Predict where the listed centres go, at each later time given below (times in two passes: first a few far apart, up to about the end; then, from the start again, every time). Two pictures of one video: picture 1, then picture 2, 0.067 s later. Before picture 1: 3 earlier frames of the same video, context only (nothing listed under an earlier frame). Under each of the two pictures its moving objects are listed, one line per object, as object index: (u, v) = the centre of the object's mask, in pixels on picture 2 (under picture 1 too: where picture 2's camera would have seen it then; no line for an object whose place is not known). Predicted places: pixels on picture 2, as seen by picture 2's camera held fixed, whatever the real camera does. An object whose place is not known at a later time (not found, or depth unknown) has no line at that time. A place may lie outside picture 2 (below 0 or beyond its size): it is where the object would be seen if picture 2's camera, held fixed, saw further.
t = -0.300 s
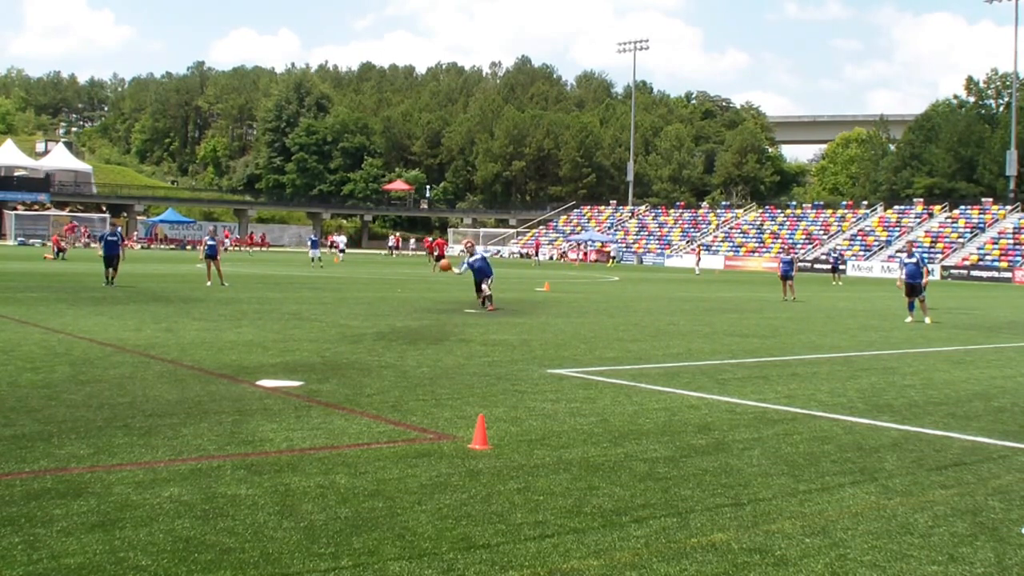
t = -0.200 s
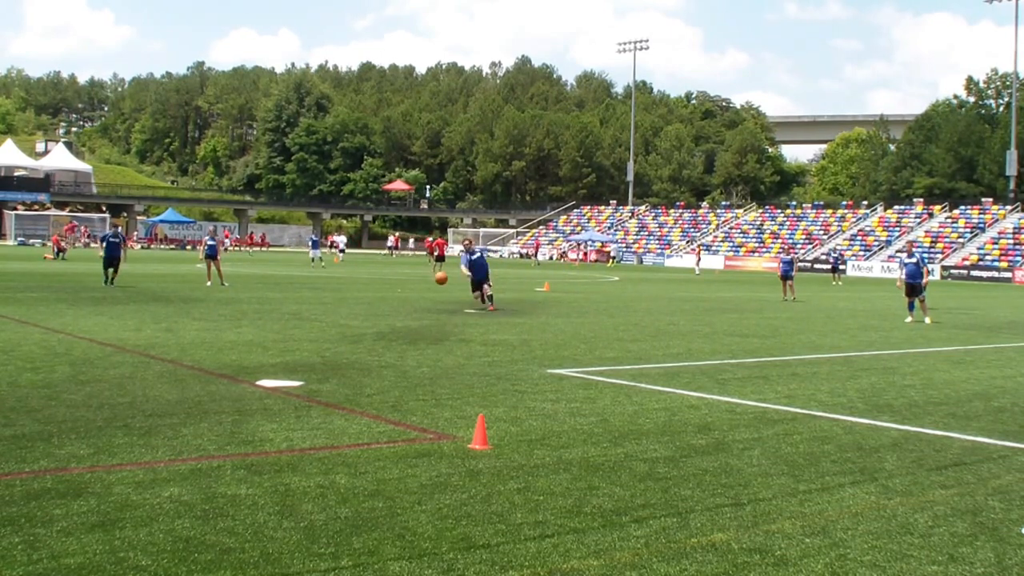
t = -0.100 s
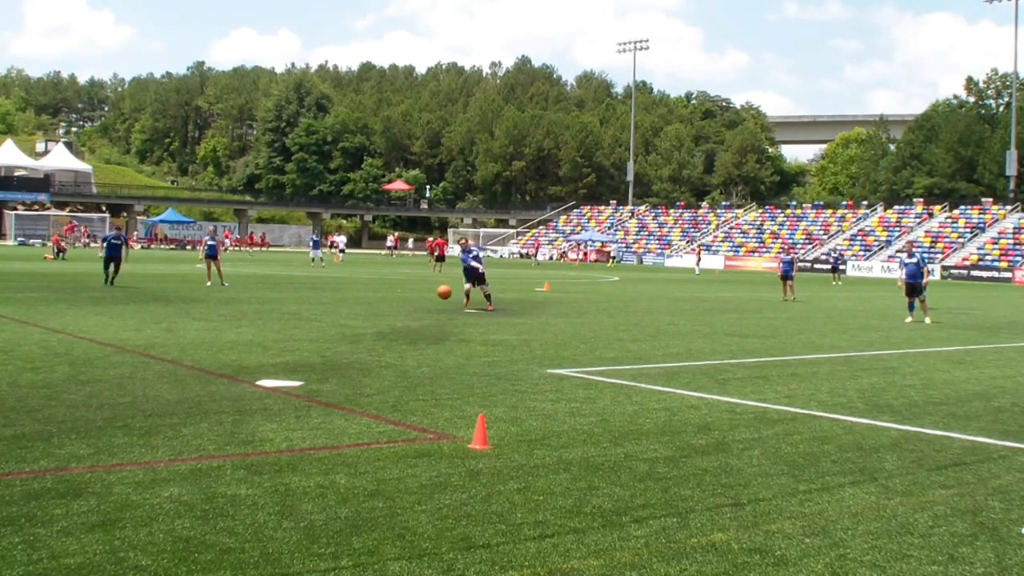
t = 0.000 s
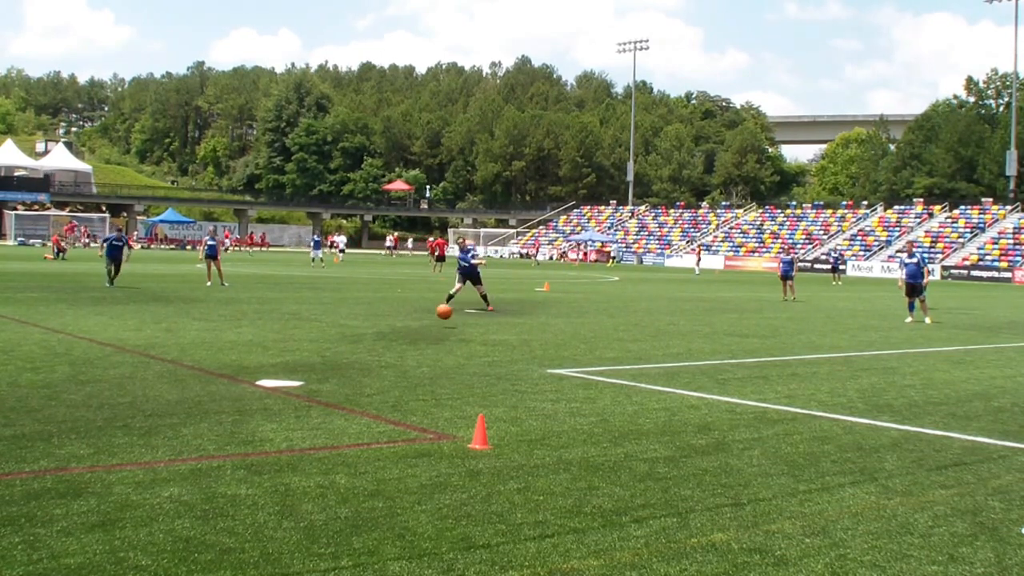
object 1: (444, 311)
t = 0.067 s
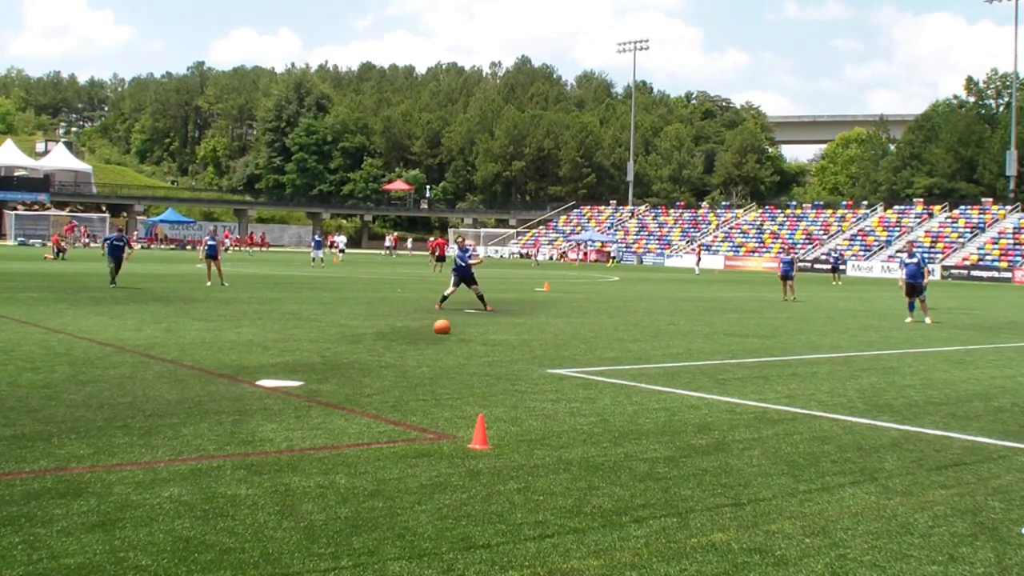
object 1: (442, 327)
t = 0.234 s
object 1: (422, 321)
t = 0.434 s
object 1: (377, 350)
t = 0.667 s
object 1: (298, 354)
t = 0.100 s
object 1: (439, 326)
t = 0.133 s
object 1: (435, 323)
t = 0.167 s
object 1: (431, 321)
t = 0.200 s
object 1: (427, 321)
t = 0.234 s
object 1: (422, 321)
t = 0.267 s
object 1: (415, 323)
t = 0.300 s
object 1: (409, 326)
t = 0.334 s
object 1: (402, 330)
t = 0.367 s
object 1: (395, 335)
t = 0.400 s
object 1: (386, 342)
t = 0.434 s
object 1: (377, 350)
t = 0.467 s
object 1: (367, 360)
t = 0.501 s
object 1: (357, 362)
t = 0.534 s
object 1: (346, 358)
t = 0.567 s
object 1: (335, 355)
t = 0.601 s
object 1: (323, 353)
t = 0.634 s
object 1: (312, 353)
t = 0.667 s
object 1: (298, 354)
